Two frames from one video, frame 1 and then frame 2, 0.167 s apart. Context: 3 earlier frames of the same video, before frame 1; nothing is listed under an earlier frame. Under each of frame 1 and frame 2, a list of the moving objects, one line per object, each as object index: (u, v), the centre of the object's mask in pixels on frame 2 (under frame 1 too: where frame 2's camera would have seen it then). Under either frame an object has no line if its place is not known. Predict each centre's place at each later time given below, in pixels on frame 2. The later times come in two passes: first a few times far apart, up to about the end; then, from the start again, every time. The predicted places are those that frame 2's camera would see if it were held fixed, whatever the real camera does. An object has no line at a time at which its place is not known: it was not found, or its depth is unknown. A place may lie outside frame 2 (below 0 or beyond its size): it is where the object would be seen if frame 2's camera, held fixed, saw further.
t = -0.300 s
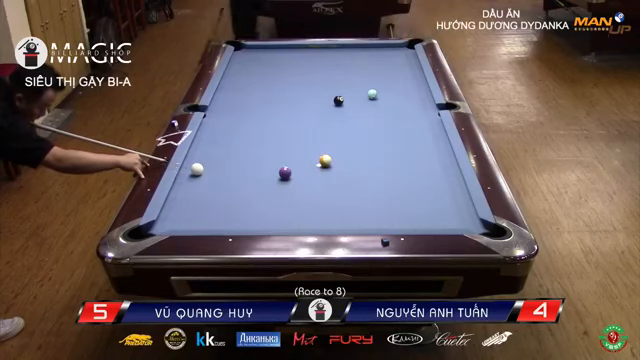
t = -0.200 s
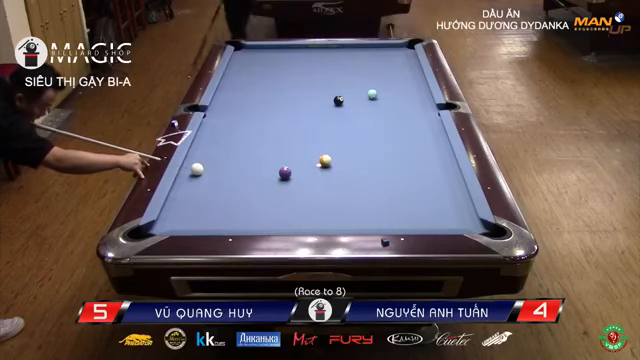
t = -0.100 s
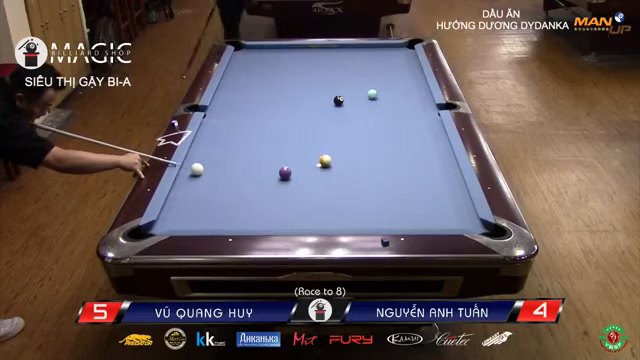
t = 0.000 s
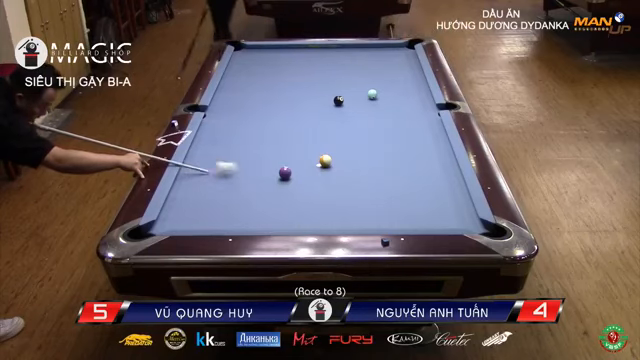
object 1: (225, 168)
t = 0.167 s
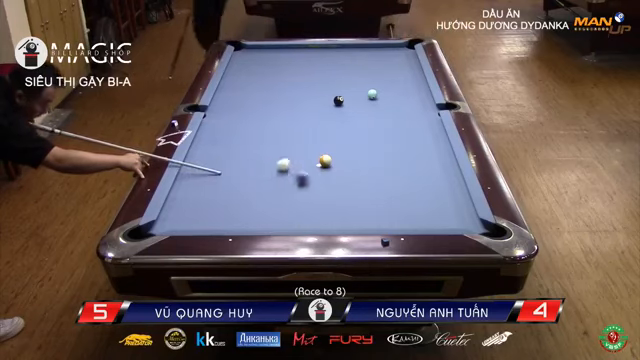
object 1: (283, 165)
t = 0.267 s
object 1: (295, 159)
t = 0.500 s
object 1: (320, 145)
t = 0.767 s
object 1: (345, 132)
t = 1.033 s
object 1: (368, 120)
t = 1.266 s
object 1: (386, 110)
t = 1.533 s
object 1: (405, 100)
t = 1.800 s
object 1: (422, 90)
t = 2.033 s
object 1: (416, 84)
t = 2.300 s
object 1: (404, 77)
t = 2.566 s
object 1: (394, 72)
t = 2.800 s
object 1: (385, 67)
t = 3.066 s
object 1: (376, 62)
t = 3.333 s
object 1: (368, 58)
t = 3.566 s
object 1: (361, 54)
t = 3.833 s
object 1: (354, 51)
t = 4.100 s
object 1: (348, 47)
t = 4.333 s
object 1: (342, 46)
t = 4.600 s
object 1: (337, 47)
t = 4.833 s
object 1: (332, 49)
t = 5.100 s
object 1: (327, 50)
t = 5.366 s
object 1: (323, 52)
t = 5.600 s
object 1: (319, 53)
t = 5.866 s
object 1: (316, 54)
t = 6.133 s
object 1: (313, 55)
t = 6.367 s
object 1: (311, 55)
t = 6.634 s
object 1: (310, 56)
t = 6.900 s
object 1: (309, 57)
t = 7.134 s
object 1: (309, 57)
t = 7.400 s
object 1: (308, 56)
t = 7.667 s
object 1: (308, 56)
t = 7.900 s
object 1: (308, 56)
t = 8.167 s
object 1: (309, 57)
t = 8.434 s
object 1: (308, 56)
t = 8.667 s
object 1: (308, 56)
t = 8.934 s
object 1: (308, 56)
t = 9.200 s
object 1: (308, 56)
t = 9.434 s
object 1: (309, 57)
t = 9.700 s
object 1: (309, 57)
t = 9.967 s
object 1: (308, 57)
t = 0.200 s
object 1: (287, 163)
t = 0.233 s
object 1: (291, 161)
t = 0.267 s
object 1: (295, 159)
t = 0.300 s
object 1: (298, 156)
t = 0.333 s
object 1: (303, 155)
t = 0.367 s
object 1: (306, 152)
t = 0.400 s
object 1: (310, 151)
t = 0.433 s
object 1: (313, 149)
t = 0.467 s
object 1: (316, 147)
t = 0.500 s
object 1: (320, 145)
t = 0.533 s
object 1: (324, 143)
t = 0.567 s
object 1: (327, 142)
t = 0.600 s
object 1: (330, 140)
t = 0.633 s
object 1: (333, 138)
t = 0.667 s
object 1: (336, 137)
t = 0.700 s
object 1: (339, 135)
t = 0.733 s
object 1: (342, 133)
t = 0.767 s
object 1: (345, 132)
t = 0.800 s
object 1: (349, 130)
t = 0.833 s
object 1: (351, 129)
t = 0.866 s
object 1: (354, 127)
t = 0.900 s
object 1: (357, 125)
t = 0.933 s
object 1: (360, 124)
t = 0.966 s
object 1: (363, 122)
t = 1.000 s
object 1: (366, 121)
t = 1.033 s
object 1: (368, 120)
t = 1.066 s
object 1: (371, 118)
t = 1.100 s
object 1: (374, 116)
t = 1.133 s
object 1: (376, 115)
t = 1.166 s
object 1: (379, 114)
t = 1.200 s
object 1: (381, 112)
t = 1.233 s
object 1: (384, 111)
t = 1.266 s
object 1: (386, 110)
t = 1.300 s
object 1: (389, 108)
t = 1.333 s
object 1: (391, 107)
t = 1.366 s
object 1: (394, 106)
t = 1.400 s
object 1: (396, 104)
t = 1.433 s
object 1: (398, 103)
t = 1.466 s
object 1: (400, 102)
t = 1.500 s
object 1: (403, 101)
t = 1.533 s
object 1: (405, 100)
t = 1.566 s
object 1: (407, 98)
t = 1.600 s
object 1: (409, 97)
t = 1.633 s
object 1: (411, 96)
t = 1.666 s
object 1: (413, 95)
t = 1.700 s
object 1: (416, 94)
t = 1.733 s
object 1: (418, 93)
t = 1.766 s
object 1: (420, 91)
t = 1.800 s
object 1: (422, 90)
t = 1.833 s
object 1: (424, 89)
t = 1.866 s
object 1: (424, 88)
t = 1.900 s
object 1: (422, 87)
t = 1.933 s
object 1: (421, 86)
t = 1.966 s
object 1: (419, 86)
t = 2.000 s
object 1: (417, 85)
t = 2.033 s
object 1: (416, 84)
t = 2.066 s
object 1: (414, 83)
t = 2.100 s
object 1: (413, 82)
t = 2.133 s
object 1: (411, 81)
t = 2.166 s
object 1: (410, 80)
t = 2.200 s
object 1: (408, 80)
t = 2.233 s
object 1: (407, 79)
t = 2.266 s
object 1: (405, 78)
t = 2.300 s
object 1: (404, 77)
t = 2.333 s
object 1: (403, 77)
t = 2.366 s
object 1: (402, 76)
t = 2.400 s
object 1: (400, 75)
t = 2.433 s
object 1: (399, 74)
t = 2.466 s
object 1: (397, 74)
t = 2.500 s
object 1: (396, 73)
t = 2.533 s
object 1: (395, 72)
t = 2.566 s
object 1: (394, 72)
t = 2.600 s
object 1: (392, 71)
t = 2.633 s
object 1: (391, 70)
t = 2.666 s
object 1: (390, 70)
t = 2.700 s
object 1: (389, 69)
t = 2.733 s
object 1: (388, 69)
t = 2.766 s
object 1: (386, 68)
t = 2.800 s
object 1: (385, 67)
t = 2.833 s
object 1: (384, 66)
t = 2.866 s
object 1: (383, 66)
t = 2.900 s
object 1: (381, 65)
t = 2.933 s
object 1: (381, 65)
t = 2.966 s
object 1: (379, 64)
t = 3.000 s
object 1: (378, 63)
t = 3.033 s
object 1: (377, 62)
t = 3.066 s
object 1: (376, 62)
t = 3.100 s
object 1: (375, 62)
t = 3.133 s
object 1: (374, 61)
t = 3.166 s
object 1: (373, 60)
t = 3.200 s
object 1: (372, 60)
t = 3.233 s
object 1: (371, 59)
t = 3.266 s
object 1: (369, 59)
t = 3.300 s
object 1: (369, 58)
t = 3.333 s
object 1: (368, 58)
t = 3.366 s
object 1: (367, 57)
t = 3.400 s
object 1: (366, 57)
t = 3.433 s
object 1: (365, 57)
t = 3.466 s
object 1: (364, 56)
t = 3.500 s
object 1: (363, 55)
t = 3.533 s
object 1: (362, 55)
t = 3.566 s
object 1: (361, 54)
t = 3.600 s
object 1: (360, 53)
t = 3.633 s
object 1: (359, 53)
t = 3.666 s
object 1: (358, 53)
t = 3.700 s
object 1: (357, 53)
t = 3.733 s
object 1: (357, 52)
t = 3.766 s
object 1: (356, 52)
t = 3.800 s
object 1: (355, 51)
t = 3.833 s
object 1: (354, 51)
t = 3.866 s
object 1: (353, 50)
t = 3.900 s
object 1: (352, 50)
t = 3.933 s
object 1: (351, 50)
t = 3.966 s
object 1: (351, 49)
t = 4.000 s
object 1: (350, 49)
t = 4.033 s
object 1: (349, 48)
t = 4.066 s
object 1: (348, 47)
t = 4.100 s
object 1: (348, 47)
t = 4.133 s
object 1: (347, 47)
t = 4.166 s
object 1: (346, 47)
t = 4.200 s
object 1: (345, 46)
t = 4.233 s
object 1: (345, 46)
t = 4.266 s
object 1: (344, 46)
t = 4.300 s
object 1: (343, 46)
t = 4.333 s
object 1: (342, 46)
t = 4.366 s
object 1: (342, 46)
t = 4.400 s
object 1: (341, 46)
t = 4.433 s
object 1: (340, 47)
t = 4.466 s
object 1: (339, 47)
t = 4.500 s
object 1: (339, 47)
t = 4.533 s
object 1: (338, 47)
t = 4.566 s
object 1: (337, 47)
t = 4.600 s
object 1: (337, 47)
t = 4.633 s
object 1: (336, 48)
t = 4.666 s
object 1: (335, 48)
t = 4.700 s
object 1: (334, 48)
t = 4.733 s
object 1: (334, 49)
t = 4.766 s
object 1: (333, 49)
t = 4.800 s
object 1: (333, 49)
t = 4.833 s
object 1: (332, 49)
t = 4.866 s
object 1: (331, 49)
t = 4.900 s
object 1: (331, 49)
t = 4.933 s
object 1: (330, 50)
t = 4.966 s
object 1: (329, 50)
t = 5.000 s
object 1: (329, 50)
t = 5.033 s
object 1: (328, 50)
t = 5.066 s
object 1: (328, 50)
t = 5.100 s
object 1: (327, 50)
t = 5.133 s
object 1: (326, 51)
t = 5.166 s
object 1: (326, 51)
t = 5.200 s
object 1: (325, 51)
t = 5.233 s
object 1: (325, 51)
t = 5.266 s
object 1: (324, 51)
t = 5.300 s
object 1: (324, 52)
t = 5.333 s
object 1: (323, 51)
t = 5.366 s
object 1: (323, 52)
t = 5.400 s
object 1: (322, 52)
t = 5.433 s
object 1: (322, 52)
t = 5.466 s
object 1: (321, 52)
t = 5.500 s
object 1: (321, 52)
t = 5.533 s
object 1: (320, 53)
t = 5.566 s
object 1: (320, 53)
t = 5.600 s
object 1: (319, 53)
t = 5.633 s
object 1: (319, 53)
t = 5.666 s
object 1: (319, 53)
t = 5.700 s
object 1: (318, 53)
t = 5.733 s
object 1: (318, 53)
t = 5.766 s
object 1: (317, 53)
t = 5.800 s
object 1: (317, 53)
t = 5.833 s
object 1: (316, 54)
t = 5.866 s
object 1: (316, 54)
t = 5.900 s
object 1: (316, 54)
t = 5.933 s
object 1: (315, 54)
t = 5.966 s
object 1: (315, 54)
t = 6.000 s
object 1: (315, 54)
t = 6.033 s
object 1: (314, 54)
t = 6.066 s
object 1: (314, 54)
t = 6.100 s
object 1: (314, 54)
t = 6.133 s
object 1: (313, 55)
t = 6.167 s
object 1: (313, 55)
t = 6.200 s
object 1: (313, 55)
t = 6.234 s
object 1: (312, 55)
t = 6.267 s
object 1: (312, 55)
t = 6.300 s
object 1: (312, 55)
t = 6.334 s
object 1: (312, 55)
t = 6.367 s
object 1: (311, 55)
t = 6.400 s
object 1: (311, 55)
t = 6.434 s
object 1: (311, 55)
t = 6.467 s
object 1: (311, 55)
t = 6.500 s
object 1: (310, 56)
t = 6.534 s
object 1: (310, 56)
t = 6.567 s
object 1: (310, 56)
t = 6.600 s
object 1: (310, 56)
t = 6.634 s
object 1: (310, 56)
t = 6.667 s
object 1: (310, 56)
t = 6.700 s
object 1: (309, 56)
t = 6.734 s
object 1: (309, 56)
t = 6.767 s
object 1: (309, 56)
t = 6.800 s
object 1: (309, 56)
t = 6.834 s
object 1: (309, 56)
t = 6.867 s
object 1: (309, 56)
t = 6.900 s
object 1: (309, 57)
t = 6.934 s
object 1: (309, 57)
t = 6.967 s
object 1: (309, 57)
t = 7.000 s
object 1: (309, 57)
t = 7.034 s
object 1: (309, 57)
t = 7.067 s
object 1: (309, 57)
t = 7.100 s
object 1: (309, 57)
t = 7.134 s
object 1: (309, 57)
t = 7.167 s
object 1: (309, 57)
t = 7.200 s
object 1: (309, 57)
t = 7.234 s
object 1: (309, 57)
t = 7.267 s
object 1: (309, 57)
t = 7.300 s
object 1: (309, 57)
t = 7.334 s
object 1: (309, 57)
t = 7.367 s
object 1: (308, 56)
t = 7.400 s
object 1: (308, 56)
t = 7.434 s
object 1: (308, 56)
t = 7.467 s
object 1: (308, 56)
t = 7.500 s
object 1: (308, 56)
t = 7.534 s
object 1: (308, 56)
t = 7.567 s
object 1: (308, 56)
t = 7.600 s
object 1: (308, 56)
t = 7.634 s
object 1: (308, 56)
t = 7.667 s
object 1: (308, 56)
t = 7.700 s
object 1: (308, 57)
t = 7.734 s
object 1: (308, 56)
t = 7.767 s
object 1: (308, 57)
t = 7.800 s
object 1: (308, 57)
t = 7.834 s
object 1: (309, 57)
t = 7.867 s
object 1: (309, 57)
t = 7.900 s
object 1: (308, 56)
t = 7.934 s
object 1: (308, 56)
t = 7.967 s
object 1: (308, 56)
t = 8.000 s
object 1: (308, 56)
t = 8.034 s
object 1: (308, 56)
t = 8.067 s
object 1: (308, 56)
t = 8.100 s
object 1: (309, 57)
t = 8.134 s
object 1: (309, 57)
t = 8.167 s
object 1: (309, 57)
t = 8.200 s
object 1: (308, 56)
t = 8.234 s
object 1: (308, 56)
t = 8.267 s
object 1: (308, 56)
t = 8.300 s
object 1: (308, 56)
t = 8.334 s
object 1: (308, 56)
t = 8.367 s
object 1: (308, 56)
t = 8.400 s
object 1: (308, 56)
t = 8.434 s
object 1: (308, 56)
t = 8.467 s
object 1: (308, 56)
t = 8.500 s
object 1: (308, 56)
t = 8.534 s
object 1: (308, 56)
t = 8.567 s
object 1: (308, 56)
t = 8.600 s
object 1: (308, 56)
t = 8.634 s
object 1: (308, 56)
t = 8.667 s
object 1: (308, 56)
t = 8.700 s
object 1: (308, 56)
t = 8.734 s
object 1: (308, 56)
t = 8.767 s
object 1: (308, 56)
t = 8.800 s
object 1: (308, 56)
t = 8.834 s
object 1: (308, 56)
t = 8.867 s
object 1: (308, 56)
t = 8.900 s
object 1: (308, 56)
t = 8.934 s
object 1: (308, 56)
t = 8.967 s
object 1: (309, 56)
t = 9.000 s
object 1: (308, 56)
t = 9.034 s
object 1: (309, 56)
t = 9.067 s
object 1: (308, 56)
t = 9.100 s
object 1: (308, 56)
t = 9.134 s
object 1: (308, 56)
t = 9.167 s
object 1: (309, 56)
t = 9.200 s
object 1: (308, 56)
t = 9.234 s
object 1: (309, 56)
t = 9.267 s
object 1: (308, 56)
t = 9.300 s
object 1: (309, 56)
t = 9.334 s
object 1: (308, 56)
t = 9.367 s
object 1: (308, 57)
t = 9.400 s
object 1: (309, 57)
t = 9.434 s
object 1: (309, 57)
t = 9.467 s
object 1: (309, 57)
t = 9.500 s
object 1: (309, 57)
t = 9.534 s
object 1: (309, 57)
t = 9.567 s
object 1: (309, 57)
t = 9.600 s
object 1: (309, 57)
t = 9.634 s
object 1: (309, 57)
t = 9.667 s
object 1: (309, 57)
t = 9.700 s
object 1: (309, 57)
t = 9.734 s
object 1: (309, 57)
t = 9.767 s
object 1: (309, 57)
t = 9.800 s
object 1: (309, 57)
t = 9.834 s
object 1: (309, 57)
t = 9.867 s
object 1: (309, 57)
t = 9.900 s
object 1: (309, 57)
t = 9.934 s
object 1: (308, 57)
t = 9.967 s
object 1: (308, 57)
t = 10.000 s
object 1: (308, 57)
